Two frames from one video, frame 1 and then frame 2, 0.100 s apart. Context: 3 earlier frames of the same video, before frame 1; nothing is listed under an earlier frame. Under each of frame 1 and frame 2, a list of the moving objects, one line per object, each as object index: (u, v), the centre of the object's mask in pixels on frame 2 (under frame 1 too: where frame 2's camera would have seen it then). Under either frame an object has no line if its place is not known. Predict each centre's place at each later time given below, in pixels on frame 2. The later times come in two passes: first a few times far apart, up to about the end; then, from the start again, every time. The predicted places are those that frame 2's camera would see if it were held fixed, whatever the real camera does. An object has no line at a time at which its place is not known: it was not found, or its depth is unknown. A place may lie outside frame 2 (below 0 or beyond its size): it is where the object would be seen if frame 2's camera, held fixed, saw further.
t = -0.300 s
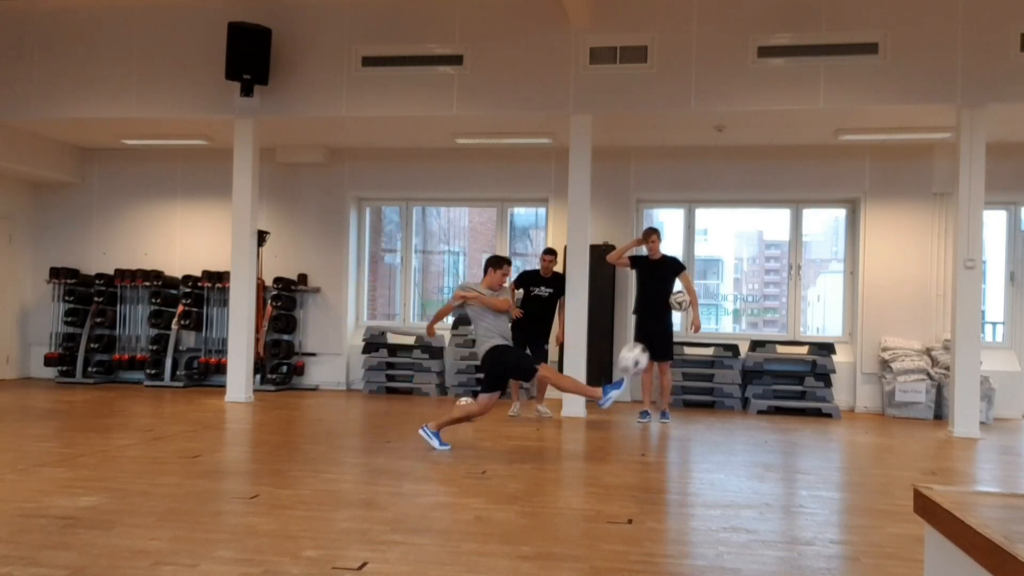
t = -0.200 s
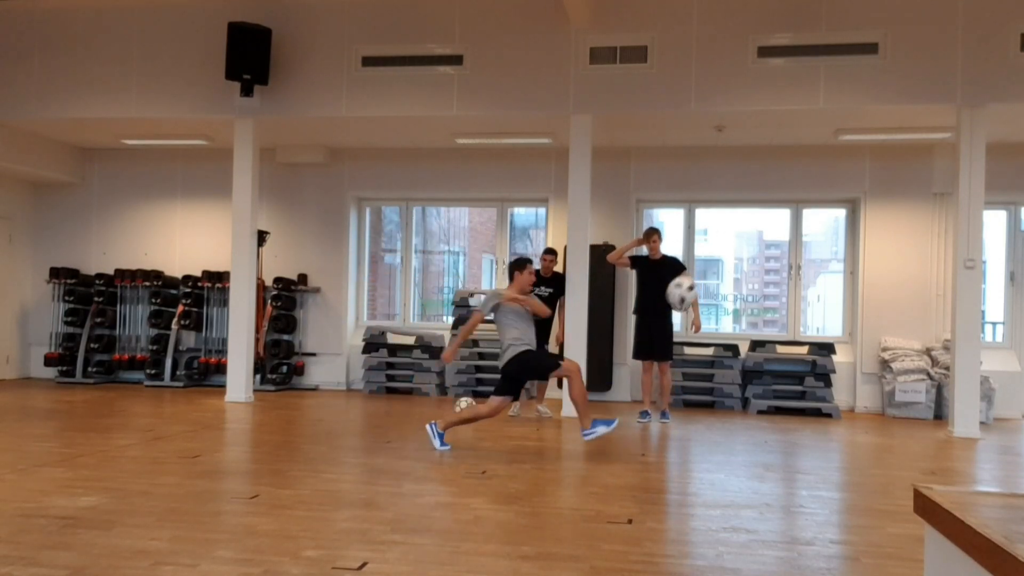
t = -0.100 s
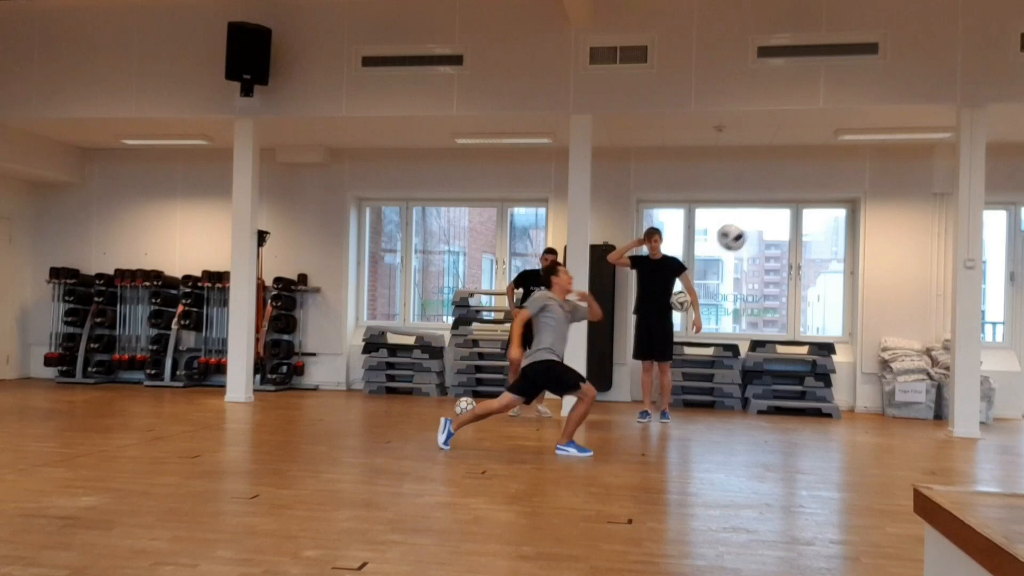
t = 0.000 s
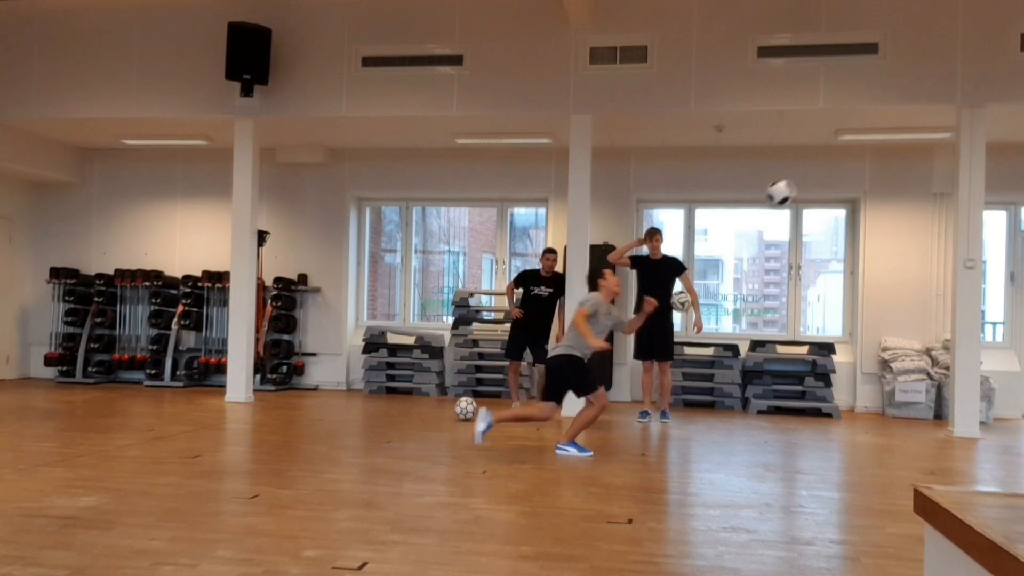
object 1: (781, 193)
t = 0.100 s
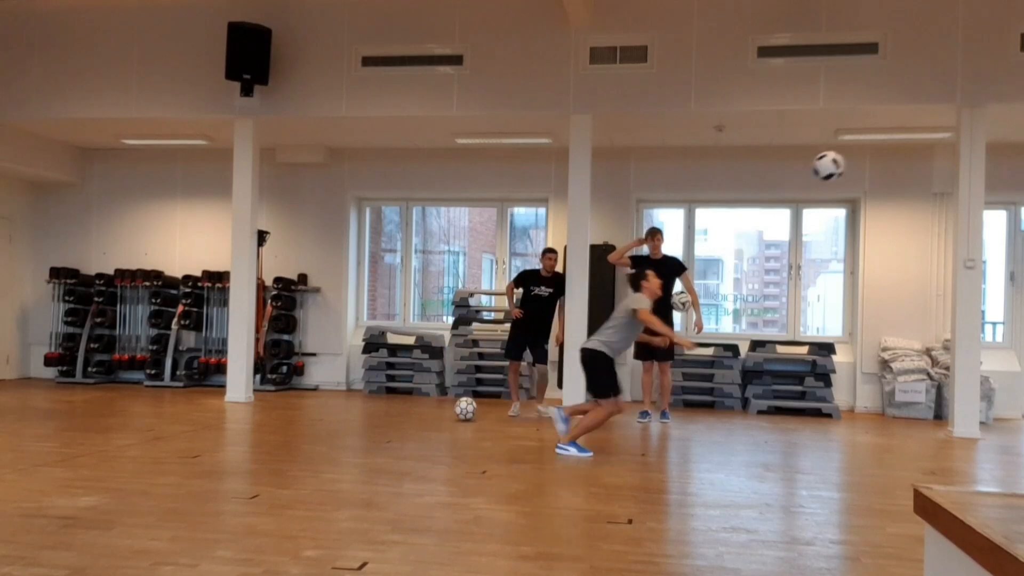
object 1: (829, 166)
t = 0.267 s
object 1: (909, 148)
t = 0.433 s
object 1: (989, 169)
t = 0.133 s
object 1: (844, 160)
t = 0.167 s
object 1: (860, 155)
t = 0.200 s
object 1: (877, 151)
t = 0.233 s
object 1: (894, 149)
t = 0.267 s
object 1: (909, 148)
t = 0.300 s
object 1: (925, 148)
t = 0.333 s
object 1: (941, 152)
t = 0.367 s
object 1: (956, 156)
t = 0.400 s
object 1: (973, 162)
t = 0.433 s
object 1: (989, 169)
